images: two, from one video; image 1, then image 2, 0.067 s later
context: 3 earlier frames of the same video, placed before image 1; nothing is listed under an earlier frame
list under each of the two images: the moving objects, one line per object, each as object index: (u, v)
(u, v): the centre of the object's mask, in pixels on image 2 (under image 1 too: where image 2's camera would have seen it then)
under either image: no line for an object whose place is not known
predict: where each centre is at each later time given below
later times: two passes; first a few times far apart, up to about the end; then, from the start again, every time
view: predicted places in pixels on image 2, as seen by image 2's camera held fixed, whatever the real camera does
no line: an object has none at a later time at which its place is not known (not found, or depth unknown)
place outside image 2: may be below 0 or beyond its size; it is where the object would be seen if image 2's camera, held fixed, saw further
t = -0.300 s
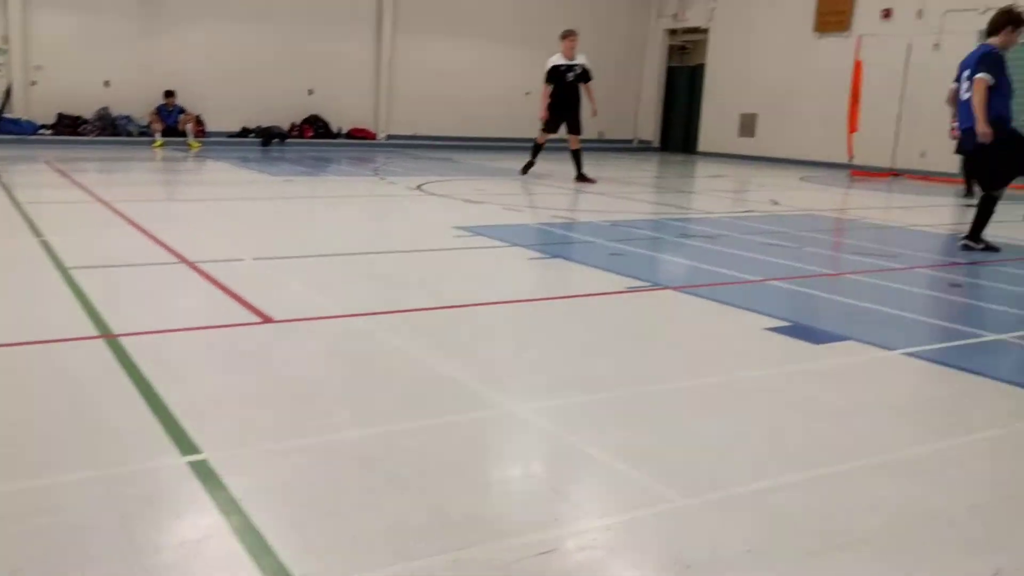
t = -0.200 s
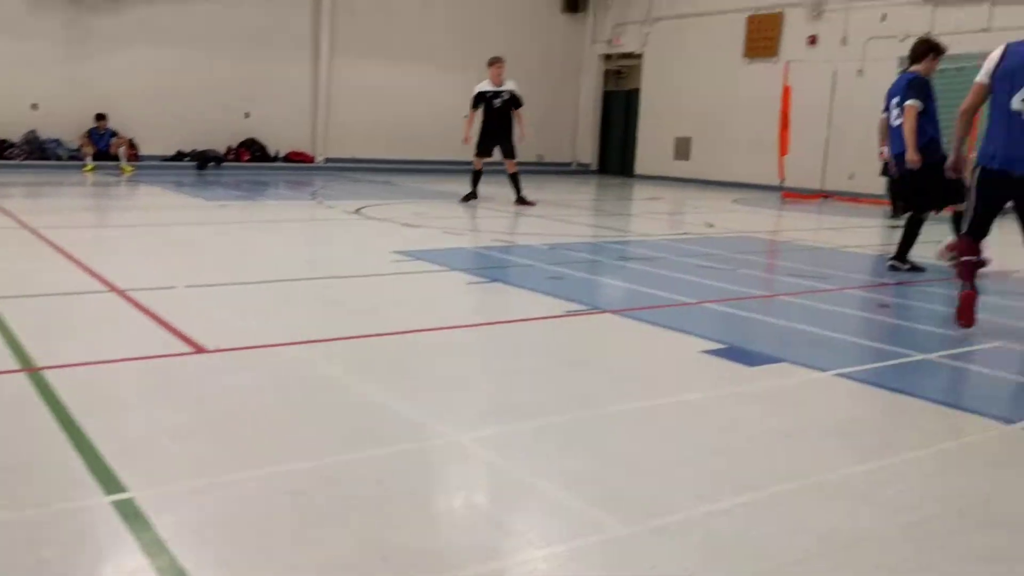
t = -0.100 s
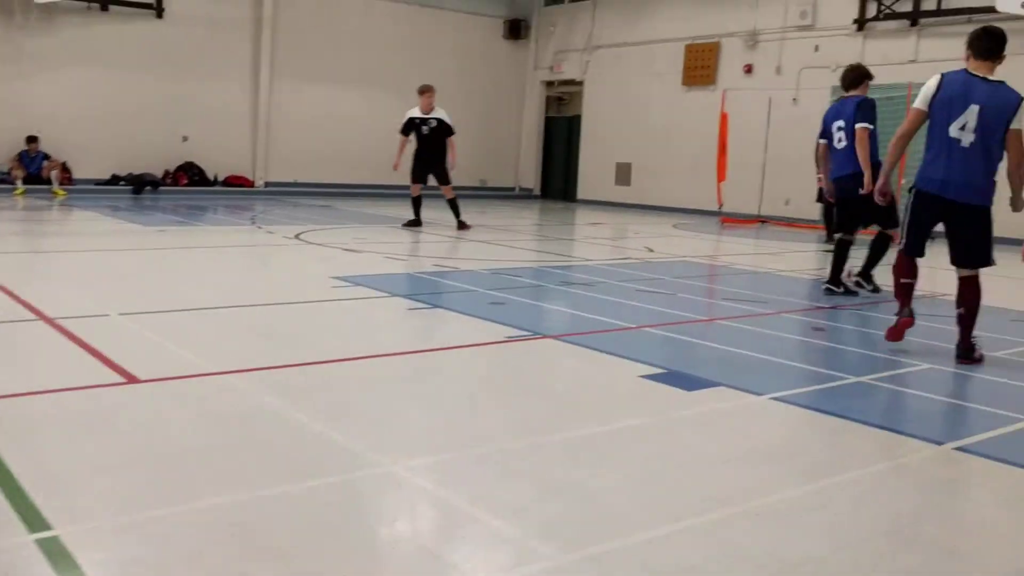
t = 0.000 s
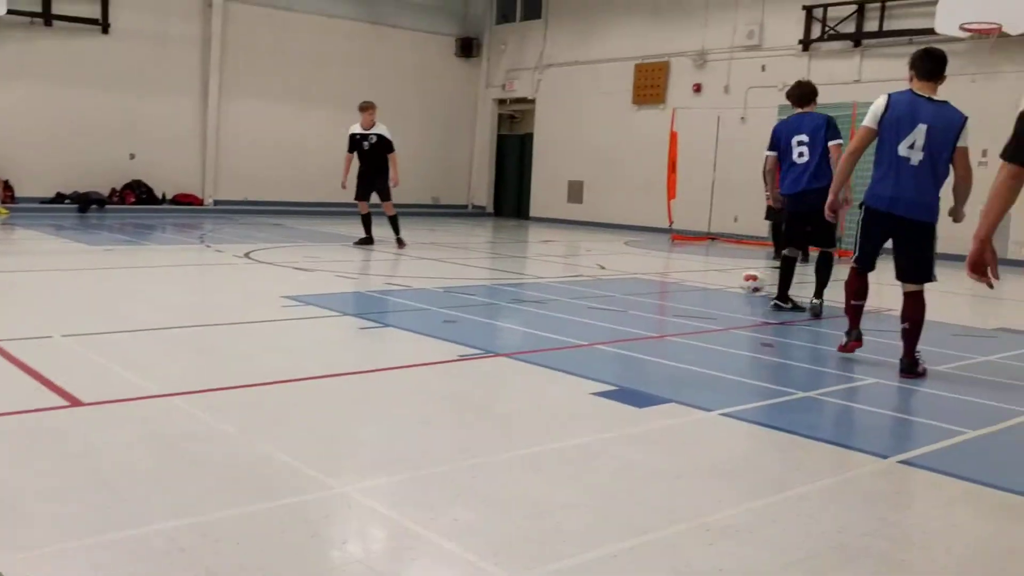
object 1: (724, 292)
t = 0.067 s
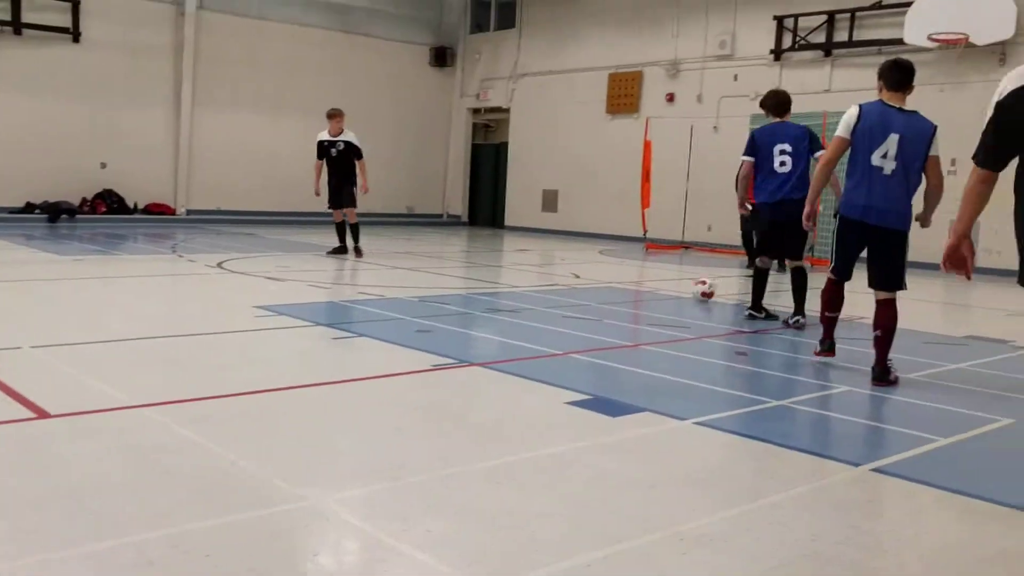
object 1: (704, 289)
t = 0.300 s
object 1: (642, 280)
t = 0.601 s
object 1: (573, 272)
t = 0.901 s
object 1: (510, 266)
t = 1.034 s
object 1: (486, 263)
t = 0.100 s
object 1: (695, 287)
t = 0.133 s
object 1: (685, 285)
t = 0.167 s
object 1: (675, 285)
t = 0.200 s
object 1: (667, 283)
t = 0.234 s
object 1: (658, 282)
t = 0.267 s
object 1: (649, 280)
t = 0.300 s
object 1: (642, 280)
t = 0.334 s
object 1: (633, 279)
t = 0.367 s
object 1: (625, 278)
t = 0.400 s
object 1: (617, 277)
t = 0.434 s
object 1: (611, 276)
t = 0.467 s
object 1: (602, 275)
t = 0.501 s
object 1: (596, 273)
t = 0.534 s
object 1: (588, 273)
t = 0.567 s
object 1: (580, 272)
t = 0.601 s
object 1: (573, 272)
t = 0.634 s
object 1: (566, 271)
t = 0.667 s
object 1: (558, 270)
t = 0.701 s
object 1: (551, 270)
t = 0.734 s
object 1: (543, 269)
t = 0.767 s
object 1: (536, 268)
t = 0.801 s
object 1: (530, 267)
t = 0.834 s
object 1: (524, 266)
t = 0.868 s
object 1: (517, 266)
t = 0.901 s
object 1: (510, 266)
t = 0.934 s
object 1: (503, 265)
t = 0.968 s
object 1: (496, 264)
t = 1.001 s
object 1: (490, 263)
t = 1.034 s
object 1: (486, 263)
